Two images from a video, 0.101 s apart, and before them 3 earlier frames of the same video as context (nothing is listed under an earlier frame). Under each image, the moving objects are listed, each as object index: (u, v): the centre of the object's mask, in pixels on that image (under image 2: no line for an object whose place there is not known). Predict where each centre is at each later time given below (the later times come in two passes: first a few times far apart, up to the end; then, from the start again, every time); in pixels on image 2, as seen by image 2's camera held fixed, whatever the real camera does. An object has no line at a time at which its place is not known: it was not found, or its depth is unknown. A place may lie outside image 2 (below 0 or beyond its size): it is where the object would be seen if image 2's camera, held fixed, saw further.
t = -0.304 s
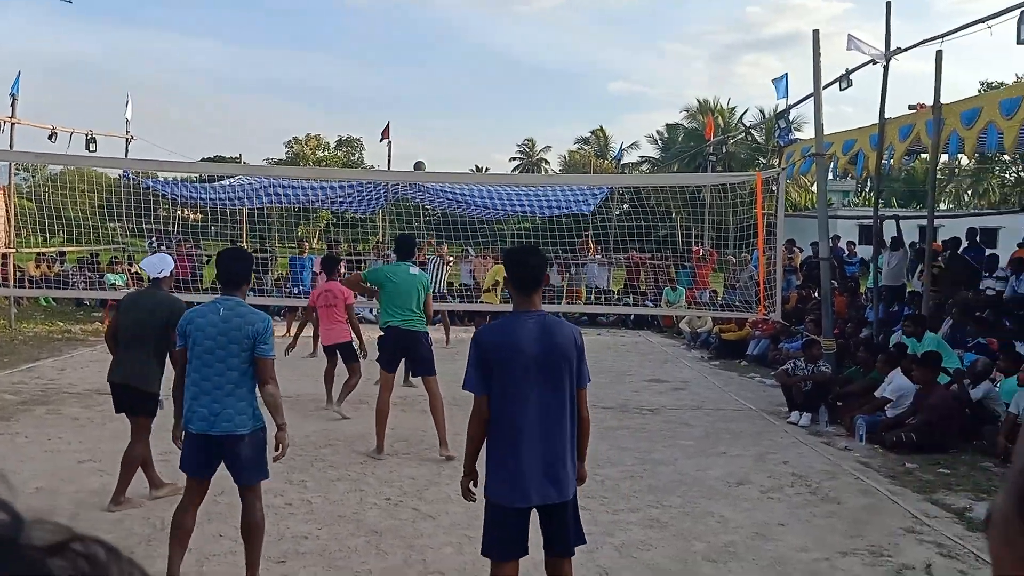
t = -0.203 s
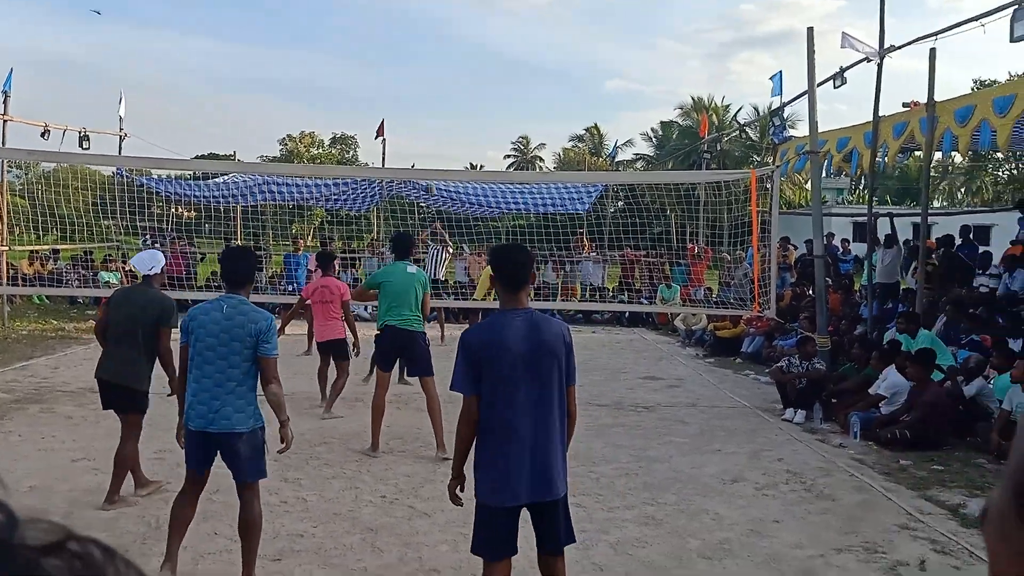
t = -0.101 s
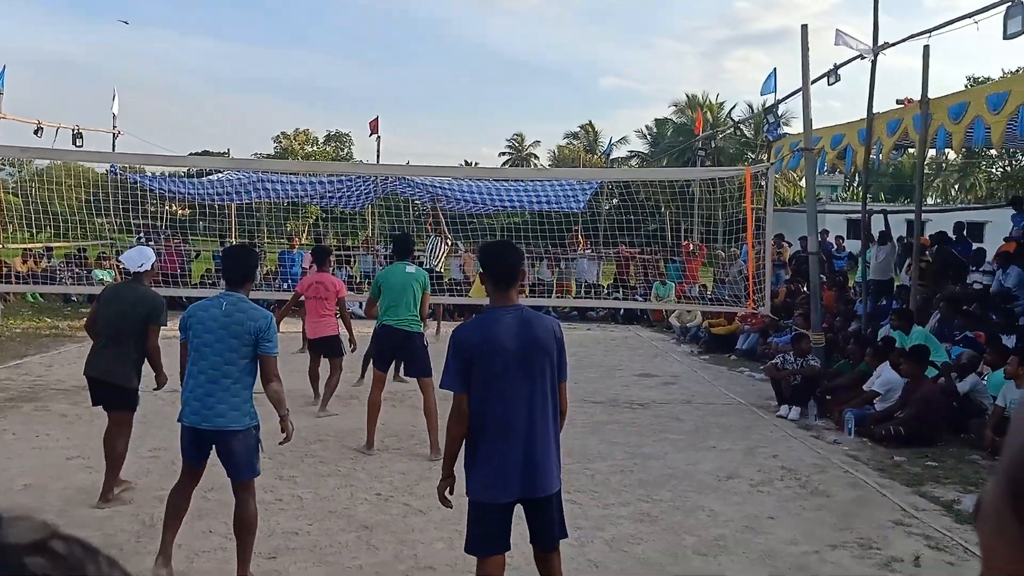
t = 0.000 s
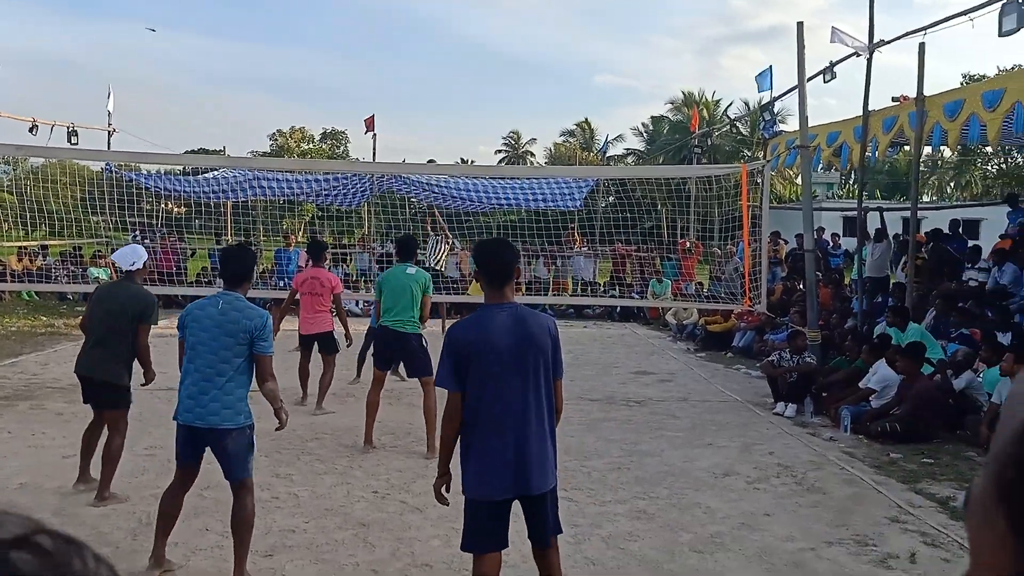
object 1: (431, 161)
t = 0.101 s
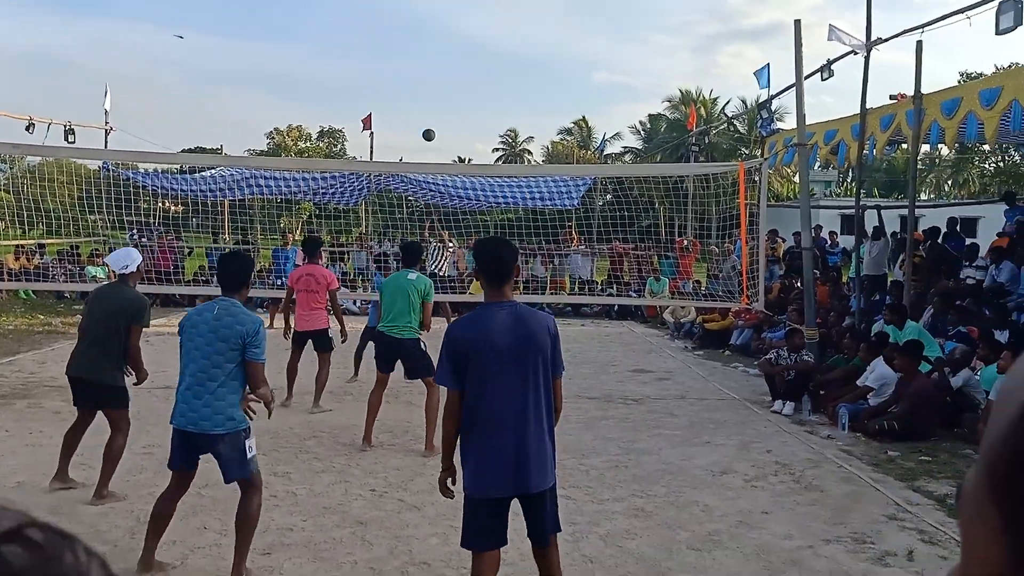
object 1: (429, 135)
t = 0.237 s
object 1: (428, 103)
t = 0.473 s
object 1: (428, 68)
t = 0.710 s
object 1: (427, 93)
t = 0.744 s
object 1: (427, 106)
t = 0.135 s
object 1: (428, 126)
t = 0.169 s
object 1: (428, 118)
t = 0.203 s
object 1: (428, 110)
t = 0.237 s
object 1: (428, 103)
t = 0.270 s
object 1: (428, 95)
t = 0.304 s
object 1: (428, 89)
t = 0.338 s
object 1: (428, 83)
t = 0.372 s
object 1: (428, 78)
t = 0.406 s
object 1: (428, 74)
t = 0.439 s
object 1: (428, 70)
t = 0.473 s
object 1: (428, 68)
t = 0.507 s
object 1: (428, 66)
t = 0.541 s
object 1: (428, 66)
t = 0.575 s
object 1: (428, 67)
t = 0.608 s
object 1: (428, 71)
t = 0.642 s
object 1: (428, 76)
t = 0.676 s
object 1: (427, 83)
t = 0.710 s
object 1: (427, 93)
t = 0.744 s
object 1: (427, 106)
